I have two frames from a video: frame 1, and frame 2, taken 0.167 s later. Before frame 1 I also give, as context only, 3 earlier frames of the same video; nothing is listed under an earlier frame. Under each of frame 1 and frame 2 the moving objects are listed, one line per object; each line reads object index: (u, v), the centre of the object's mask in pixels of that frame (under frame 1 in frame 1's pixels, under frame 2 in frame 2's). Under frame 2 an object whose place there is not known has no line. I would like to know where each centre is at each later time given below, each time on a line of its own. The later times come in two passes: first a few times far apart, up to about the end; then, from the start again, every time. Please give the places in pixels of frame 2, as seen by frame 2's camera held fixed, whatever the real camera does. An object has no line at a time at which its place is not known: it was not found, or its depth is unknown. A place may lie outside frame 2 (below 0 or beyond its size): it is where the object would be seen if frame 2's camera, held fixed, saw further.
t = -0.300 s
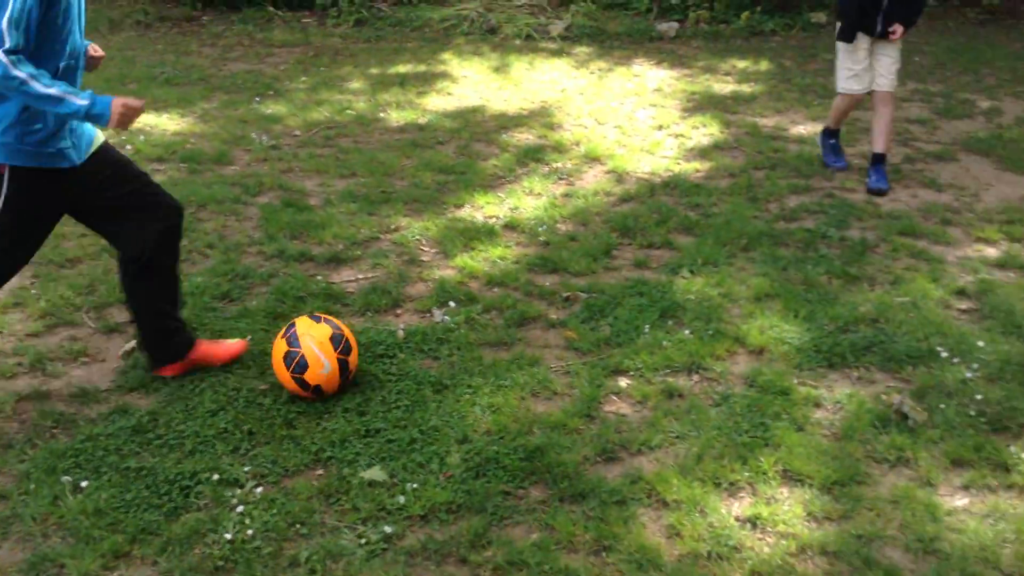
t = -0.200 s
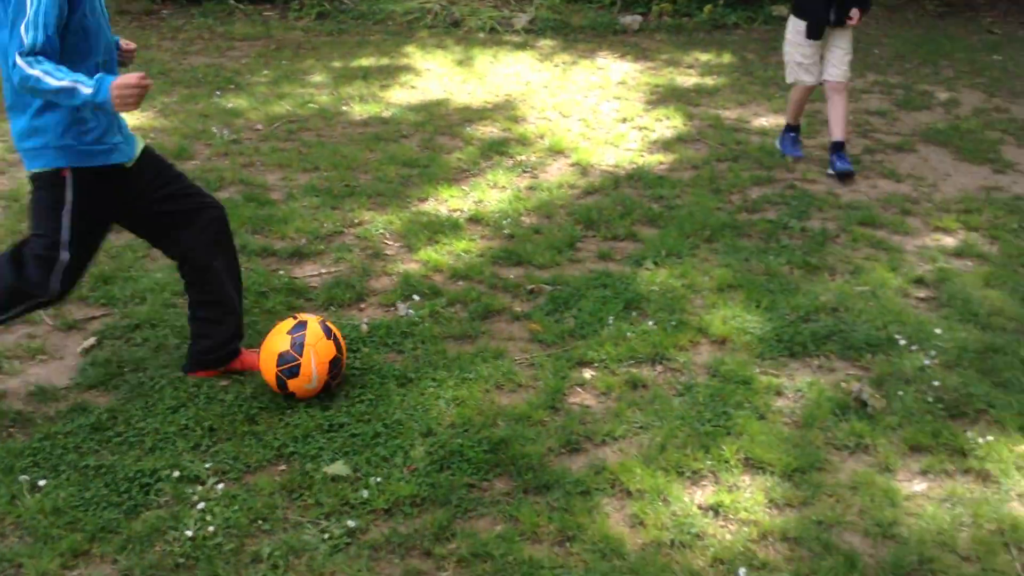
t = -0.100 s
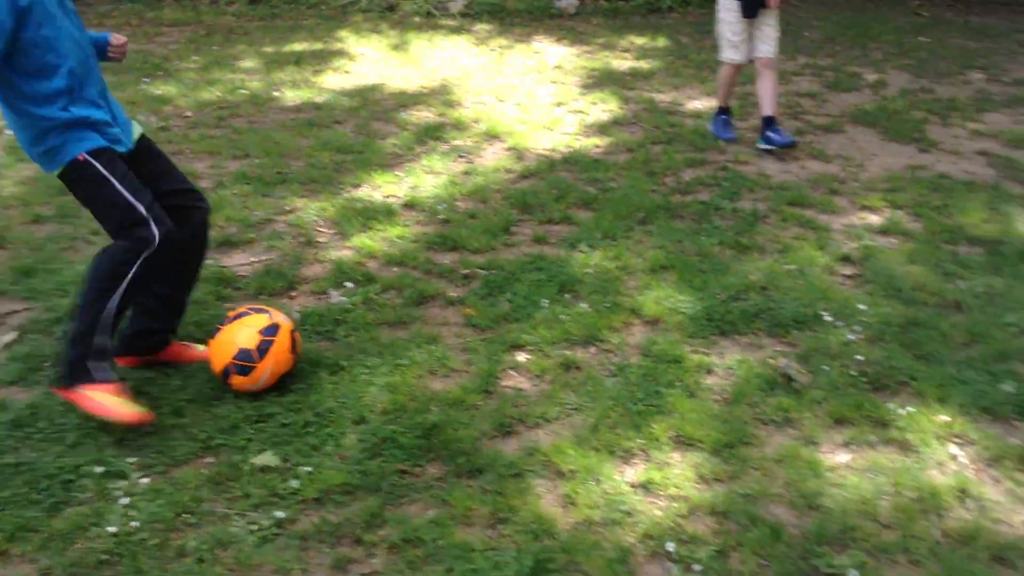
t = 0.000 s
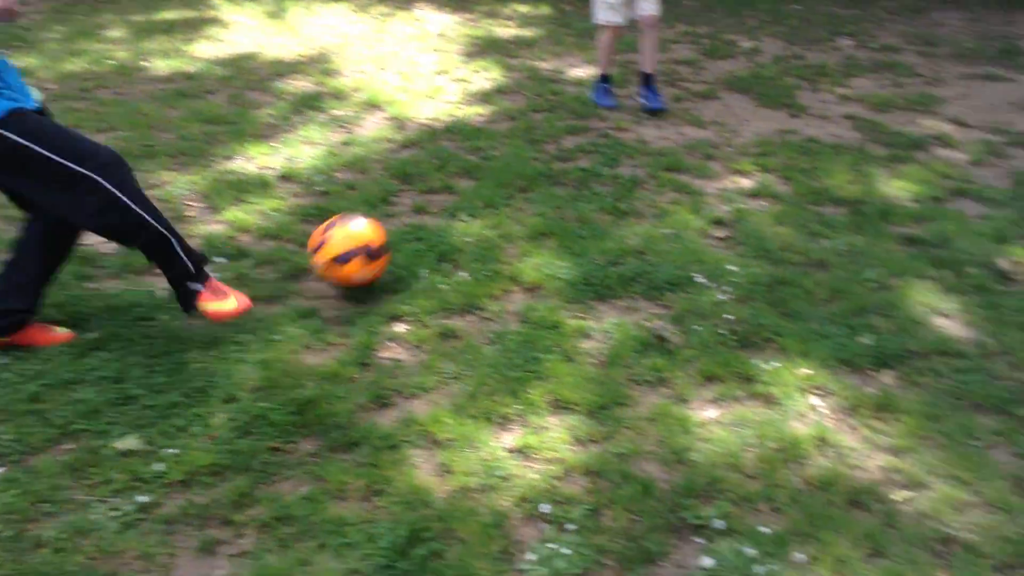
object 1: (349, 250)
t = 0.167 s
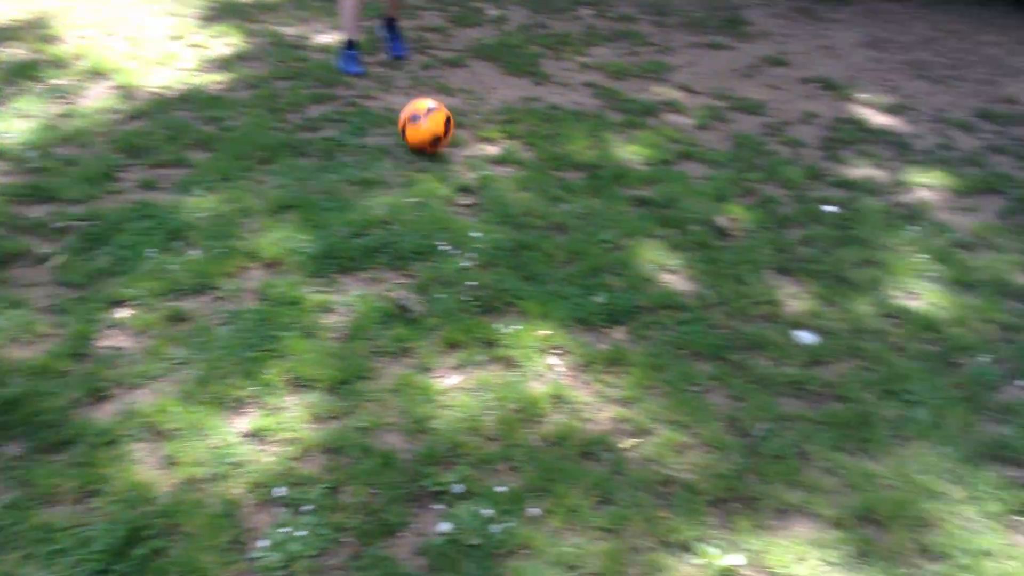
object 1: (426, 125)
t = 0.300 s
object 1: (560, 66)
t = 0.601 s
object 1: (722, 27)
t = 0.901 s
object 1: (811, 0)
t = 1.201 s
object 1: (878, -21)
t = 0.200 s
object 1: (465, 105)
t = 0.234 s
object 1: (500, 88)
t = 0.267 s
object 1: (532, 75)
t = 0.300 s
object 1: (560, 66)
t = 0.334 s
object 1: (587, 60)
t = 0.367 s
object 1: (610, 56)
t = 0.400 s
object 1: (631, 56)
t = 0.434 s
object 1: (650, 58)
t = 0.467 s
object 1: (667, 54)
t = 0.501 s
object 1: (682, 44)
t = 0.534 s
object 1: (696, 36)
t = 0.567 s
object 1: (709, 30)
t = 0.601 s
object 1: (722, 27)
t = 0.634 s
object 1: (733, 26)
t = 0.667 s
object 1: (744, 26)
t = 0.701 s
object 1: (754, 29)
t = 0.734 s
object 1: (765, 23)
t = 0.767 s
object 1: (776, 14)
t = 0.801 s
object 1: (785, 8)
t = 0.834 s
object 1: (795, 4)
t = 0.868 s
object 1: (804, 1)
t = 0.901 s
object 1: (811, 0)
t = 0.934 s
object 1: (818, 1)
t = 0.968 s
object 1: (826, 3)
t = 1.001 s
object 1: (833, 6)
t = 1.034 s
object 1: (840, 6)
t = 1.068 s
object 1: (849, -4)
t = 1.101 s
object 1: (856, -10)
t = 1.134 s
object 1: (864, -15)
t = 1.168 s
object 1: (872, -19)
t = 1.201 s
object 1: (878, -21)
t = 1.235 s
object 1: (886, -23)
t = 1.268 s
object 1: (892, -22)
